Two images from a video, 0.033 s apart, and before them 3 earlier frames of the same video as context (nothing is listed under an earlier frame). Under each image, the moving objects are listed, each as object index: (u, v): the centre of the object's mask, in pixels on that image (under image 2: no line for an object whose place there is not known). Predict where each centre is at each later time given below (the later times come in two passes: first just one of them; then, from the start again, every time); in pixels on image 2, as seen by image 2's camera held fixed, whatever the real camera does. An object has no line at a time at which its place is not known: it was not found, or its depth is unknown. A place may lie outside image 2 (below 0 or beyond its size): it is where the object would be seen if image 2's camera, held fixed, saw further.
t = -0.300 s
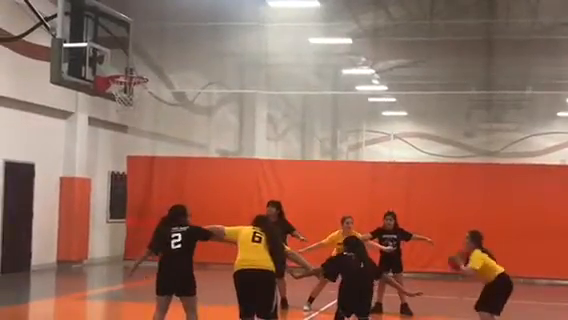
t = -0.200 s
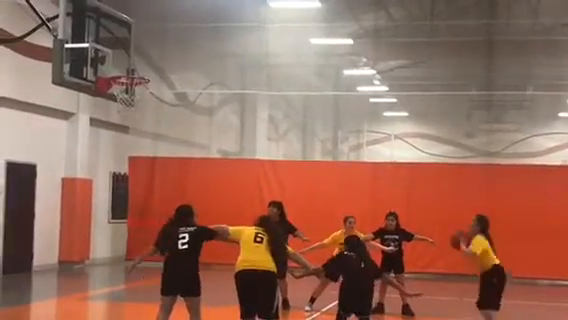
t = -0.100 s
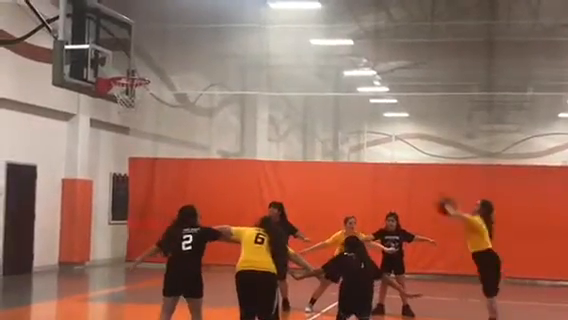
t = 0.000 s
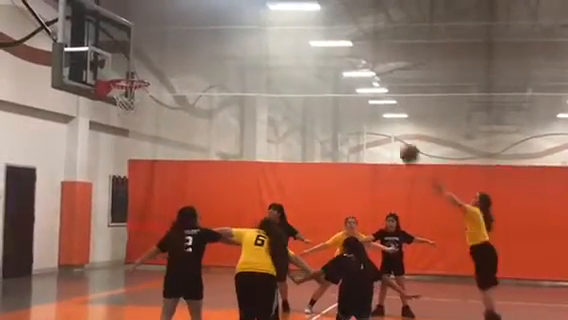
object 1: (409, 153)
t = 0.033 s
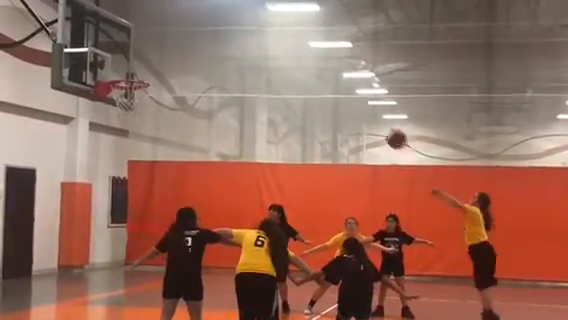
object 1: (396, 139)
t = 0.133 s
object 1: (360, 100)
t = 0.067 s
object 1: (384, 126)
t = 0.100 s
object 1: (372, 112)
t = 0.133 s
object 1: (360, 100)
